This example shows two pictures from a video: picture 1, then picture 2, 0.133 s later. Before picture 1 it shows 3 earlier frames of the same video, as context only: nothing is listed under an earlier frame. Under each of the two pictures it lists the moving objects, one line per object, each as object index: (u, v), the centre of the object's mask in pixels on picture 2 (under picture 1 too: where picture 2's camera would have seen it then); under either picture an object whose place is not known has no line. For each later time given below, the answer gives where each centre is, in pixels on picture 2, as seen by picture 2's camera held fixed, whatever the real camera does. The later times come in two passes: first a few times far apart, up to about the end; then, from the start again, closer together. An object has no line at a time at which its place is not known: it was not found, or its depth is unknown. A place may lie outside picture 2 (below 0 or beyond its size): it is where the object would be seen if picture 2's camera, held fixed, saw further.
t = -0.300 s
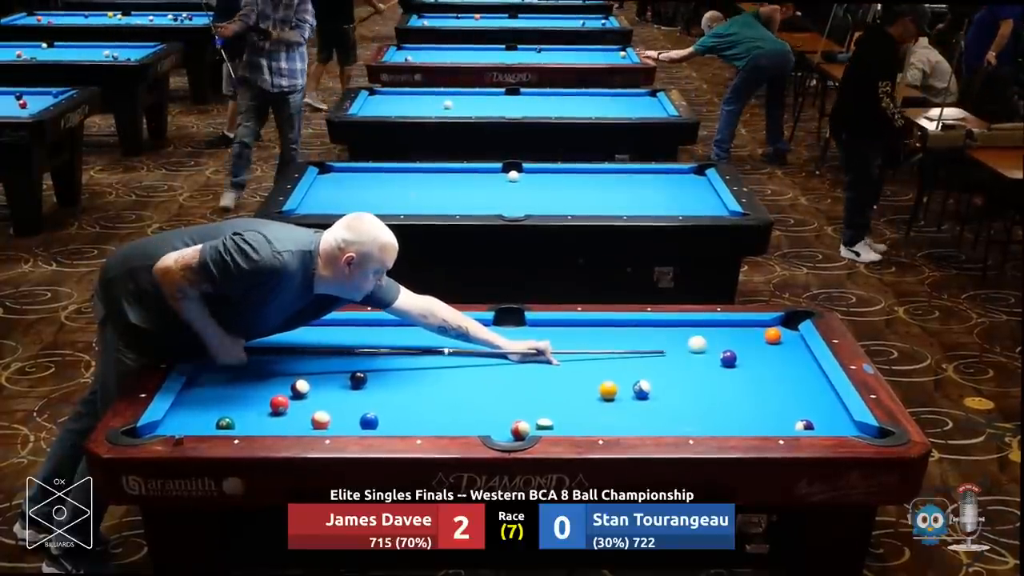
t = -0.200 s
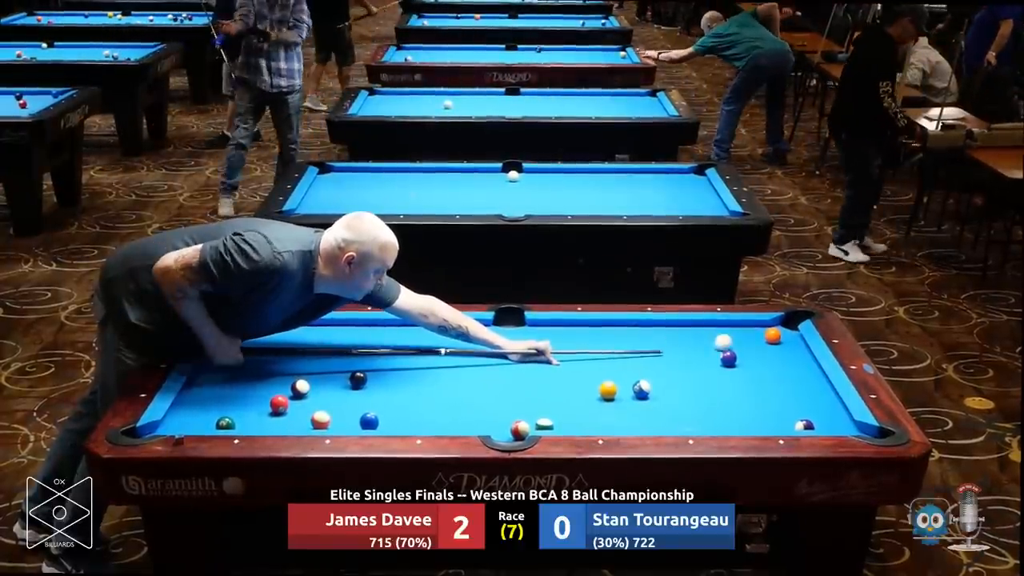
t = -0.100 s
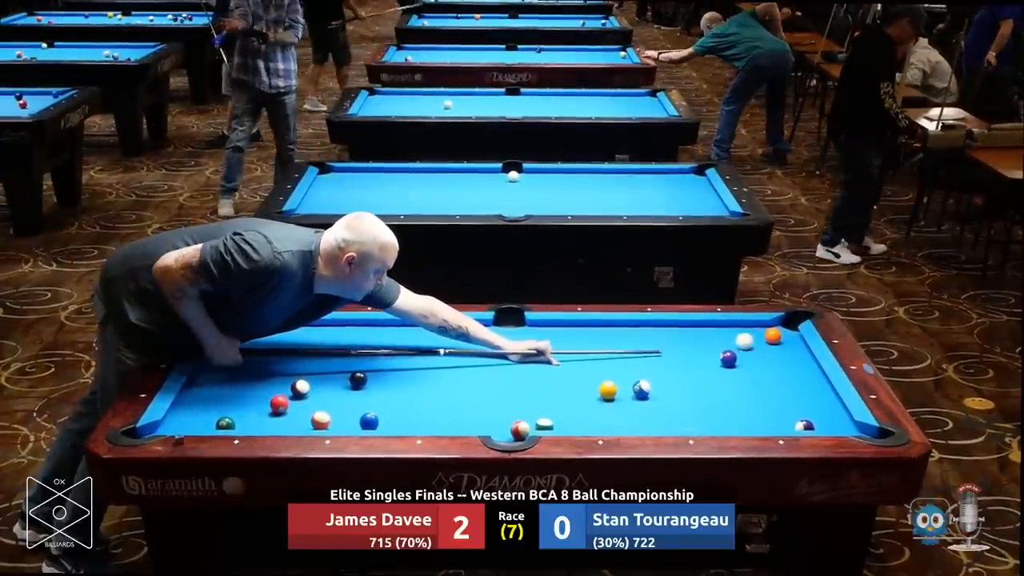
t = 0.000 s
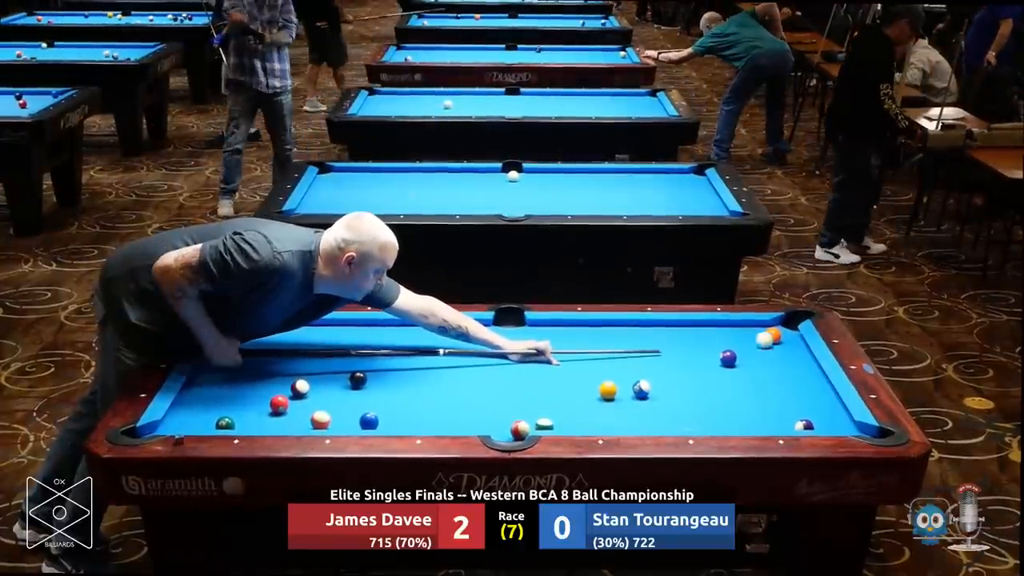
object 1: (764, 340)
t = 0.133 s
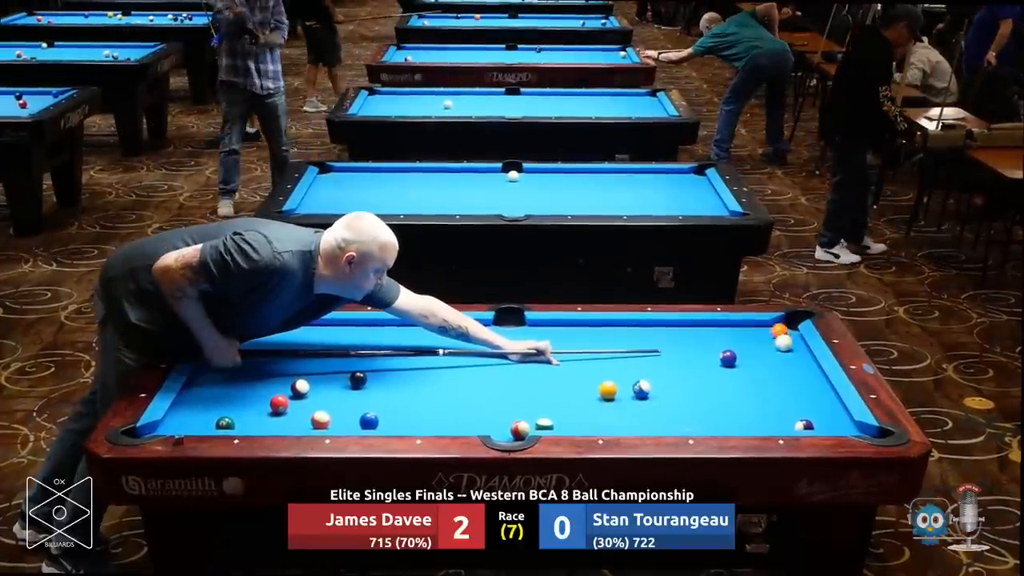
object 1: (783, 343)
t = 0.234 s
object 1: (798, 345)
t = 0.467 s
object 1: (785, 353)
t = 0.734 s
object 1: (771, 360)
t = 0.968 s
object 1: (759, 367)
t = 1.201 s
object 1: (748, 374)
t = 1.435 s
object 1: (736, 380)
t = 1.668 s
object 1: (725, 386)
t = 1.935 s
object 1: (713, 393)
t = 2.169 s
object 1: (703, 399)
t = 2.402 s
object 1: (694, 404)
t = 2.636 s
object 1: (686, 409)
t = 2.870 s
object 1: (677, 414)
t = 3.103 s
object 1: (669, 418)
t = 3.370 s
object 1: (662, 421)
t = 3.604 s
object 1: (656, 422)
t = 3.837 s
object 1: (650, 425)
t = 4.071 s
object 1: (646, 425)
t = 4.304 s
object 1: (642, 424)
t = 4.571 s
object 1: (641, 423)
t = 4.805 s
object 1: (639, 423)
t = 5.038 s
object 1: (639, 423)
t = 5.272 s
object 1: (640, 423)
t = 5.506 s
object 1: (640, 423)
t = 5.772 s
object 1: (640, 423)
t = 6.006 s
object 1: (640, 423)
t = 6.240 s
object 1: (640, 423)
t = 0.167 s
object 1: (788, 343)
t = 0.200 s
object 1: (793, 345)
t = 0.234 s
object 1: (798, 345)
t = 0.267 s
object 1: (797, 347)
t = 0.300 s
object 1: (795, 348)
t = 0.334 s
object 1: (793, 349)
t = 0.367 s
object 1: (791, 350)
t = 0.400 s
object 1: (789, 351)
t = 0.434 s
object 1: (788, 351)
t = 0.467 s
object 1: (785, 353)
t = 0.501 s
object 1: (784, 354)
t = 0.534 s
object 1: (782, 355)
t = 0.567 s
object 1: (780, 356)
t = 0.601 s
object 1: (778, 357)
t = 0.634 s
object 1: (777, 357)
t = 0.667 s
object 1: (774, 359)
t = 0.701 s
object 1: (773, 359)
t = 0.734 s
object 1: (771, 360)
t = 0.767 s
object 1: (769, 362)
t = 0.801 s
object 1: (768, 362)
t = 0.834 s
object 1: (766, 363)
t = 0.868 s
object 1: (764, 364)
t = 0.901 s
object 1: (762, 365)
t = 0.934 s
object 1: (760, 366)
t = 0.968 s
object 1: (759, 367)
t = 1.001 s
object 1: (757, 368)
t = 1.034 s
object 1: (755, 369)
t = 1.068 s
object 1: (754, 370)
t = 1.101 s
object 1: (752, 371)
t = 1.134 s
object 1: (751, 372)
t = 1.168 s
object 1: (749, 373)
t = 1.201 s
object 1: (748, 374)
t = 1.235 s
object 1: (745, 375)
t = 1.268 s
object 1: (744, 376)
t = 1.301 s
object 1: (742, 377)
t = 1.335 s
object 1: (741, 378)
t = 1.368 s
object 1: (739, 378)
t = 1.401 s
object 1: (737, 379)
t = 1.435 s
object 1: (736, 380)
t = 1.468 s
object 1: (735, 381)
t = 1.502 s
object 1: (733, 382)
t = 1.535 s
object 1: (731, 383)
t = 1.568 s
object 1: (729, 384)
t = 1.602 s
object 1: (728, 385)
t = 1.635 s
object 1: (726, 385)
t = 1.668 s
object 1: (725, 386)
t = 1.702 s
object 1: (723, 387)
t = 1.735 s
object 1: (722, 388)
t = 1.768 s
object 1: (720, 389)
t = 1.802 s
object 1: (719, 390)
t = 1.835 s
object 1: (717, 391)
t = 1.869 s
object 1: (716, 392)
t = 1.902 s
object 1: (715, 392)
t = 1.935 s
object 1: (713, 393)
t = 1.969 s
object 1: (712, 394)
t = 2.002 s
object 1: (710, 395)
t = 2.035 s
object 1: (709, 396)
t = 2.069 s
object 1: (708, 396)
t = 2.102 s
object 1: (706, 397)
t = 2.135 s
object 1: (705, 398)
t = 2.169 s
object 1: (703, 399)
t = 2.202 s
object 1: (702, 400)
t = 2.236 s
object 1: (701, 400)
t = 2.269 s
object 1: (699, 401)
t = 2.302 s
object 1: (698, 402)
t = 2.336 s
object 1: (697, 403)
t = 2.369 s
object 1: (695, 403)
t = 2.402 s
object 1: (694, 404)
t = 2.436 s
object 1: (693, 405)
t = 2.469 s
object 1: (692, 406)
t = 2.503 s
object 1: (690, 407)
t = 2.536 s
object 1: (689, 407)
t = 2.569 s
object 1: (688, 408)
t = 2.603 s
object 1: (687, 409)
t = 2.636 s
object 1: (686, 409)
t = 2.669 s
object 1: (684, 410)
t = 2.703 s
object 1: (683, 411)
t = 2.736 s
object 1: (682, 411)
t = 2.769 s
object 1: (680, 412)
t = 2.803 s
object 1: (679, 413)
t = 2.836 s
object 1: (678, 413)
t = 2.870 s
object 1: (677, 414)
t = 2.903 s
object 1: (676, 415)
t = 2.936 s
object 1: (675, 415)
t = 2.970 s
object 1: (673, 416)
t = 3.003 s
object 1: (673, 417)
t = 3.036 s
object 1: (672, 417)
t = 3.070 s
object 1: (670, 418)
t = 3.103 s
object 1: (669, 418)
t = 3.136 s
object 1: (668, 419)
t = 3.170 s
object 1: (667, 419)
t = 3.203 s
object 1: (666, 420)
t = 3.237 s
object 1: (665, 420)
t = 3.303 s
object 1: (664, 420)
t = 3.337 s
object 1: (664, 420)
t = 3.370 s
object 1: (662, 421)
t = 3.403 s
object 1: (661, 421)
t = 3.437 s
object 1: (660, 421)
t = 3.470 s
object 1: (659, 421)
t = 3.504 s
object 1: (659, 422)
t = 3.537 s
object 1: (658, 422)
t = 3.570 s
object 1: (657, 422)
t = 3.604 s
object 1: (656, 422)
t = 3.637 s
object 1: (656, 423)
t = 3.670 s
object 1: (655, 423)
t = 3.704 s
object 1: (653, 424)
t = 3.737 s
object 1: (653, 424)
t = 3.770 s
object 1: (652, 424)
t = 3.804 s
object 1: (651, 424)
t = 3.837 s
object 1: (650, 425)
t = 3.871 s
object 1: (650, 425)
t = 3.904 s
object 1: (649, 425)
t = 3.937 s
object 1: (648, 425)
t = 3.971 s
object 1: (647, 425)
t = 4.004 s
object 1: (647, 425)
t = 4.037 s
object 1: (646, 425)
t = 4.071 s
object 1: (646, 425)
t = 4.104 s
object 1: (646, 425)
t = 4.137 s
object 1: (645, 424)
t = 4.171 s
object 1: (644, 424)
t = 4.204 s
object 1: (644, 424)
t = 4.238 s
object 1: (643, 424)
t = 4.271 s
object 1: (643, 424)
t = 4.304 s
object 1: (642, 424)
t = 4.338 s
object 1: (642, 424)
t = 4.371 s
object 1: (642, 424)
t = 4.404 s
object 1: (641, 424)
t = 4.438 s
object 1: (641, 423)
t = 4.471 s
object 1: (641, 423)
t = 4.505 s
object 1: (641, 424)
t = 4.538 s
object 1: (640, 424)
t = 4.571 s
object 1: (641, 423)
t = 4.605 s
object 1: (640, 424)
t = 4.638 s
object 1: (640, 423)
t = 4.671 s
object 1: (640, 423)
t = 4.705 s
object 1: (640, 423)
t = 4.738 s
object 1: (639, 423)
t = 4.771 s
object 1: (639, 423)
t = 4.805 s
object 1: (639, 423)
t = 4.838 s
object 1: (639, 423)
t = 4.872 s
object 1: (639, 423)
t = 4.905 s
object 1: (639, 423)
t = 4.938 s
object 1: (639, 423)
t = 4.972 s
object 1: (639, 423)
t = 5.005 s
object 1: (639, 423)
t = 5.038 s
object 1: (639, 423)
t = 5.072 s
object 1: (639, 423)
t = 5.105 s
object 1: (639, 423)
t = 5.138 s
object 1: (639, 423)
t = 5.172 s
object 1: (639, 423)
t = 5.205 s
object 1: (639, 423)
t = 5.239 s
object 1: (639, 423)
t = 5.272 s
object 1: (640, 423)
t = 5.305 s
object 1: (640, 423)
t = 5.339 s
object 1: (639, 423)
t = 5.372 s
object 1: (639, 423)
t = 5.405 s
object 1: (639, 423)
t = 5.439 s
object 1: (639, 423)
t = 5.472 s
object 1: (640, 423)
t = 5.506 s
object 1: (640, 423)
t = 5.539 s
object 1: (640, 423)
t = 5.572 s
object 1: (639, 423)
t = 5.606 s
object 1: (640, 423)
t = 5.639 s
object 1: (640, 423)
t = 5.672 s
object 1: (640, 423)
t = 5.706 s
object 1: (639, 424)
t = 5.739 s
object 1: (639, 423)
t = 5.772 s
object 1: (640, 423)
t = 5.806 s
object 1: (640, 423)
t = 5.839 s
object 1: (640, 423)
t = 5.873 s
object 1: (640, 423)
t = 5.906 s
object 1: (640, 423)
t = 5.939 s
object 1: (640, 423)
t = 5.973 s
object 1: (640, 424)
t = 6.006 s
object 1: (640, 423)
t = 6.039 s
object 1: (640, 423)
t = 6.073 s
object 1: (640, 423)
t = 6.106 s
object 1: (640, 423)
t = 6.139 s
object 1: (639, 424)
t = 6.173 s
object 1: (640, 423)
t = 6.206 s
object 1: (640, 423)
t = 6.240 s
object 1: (640, 423)
